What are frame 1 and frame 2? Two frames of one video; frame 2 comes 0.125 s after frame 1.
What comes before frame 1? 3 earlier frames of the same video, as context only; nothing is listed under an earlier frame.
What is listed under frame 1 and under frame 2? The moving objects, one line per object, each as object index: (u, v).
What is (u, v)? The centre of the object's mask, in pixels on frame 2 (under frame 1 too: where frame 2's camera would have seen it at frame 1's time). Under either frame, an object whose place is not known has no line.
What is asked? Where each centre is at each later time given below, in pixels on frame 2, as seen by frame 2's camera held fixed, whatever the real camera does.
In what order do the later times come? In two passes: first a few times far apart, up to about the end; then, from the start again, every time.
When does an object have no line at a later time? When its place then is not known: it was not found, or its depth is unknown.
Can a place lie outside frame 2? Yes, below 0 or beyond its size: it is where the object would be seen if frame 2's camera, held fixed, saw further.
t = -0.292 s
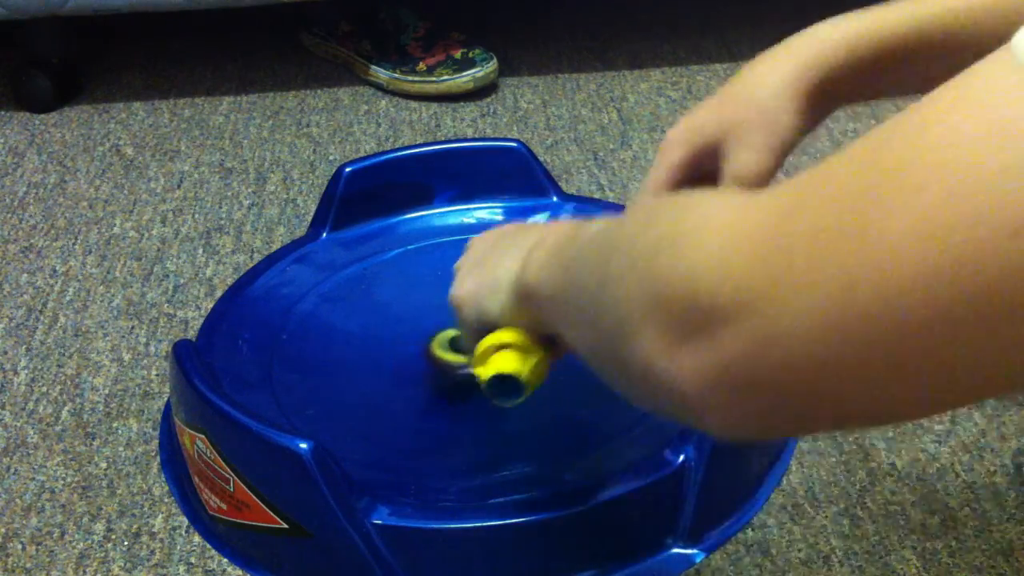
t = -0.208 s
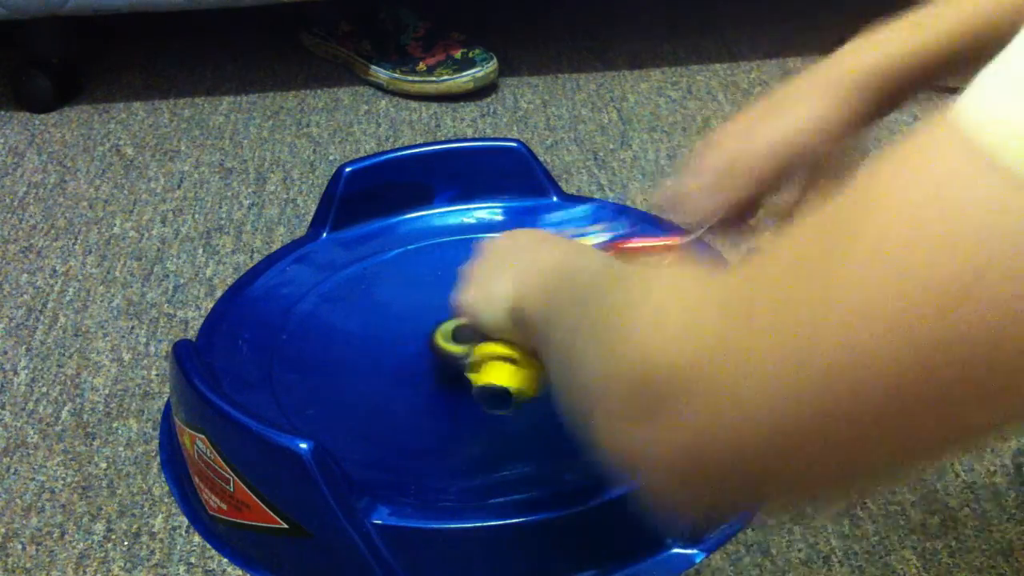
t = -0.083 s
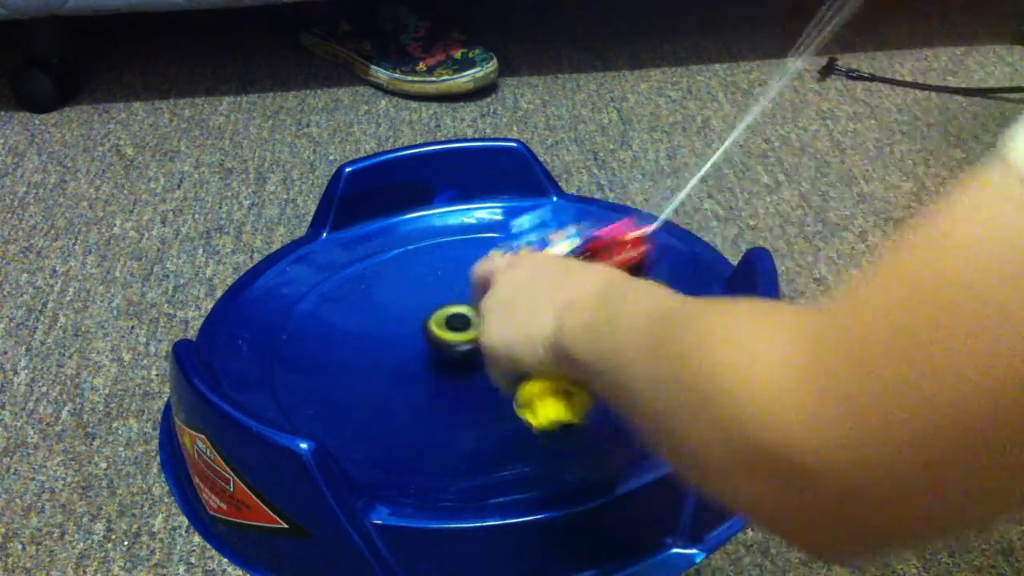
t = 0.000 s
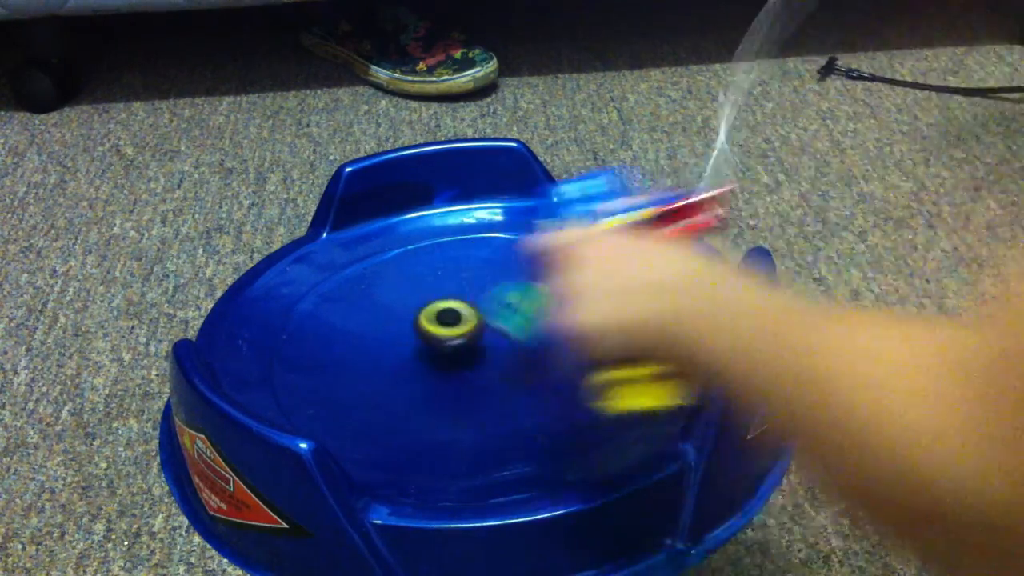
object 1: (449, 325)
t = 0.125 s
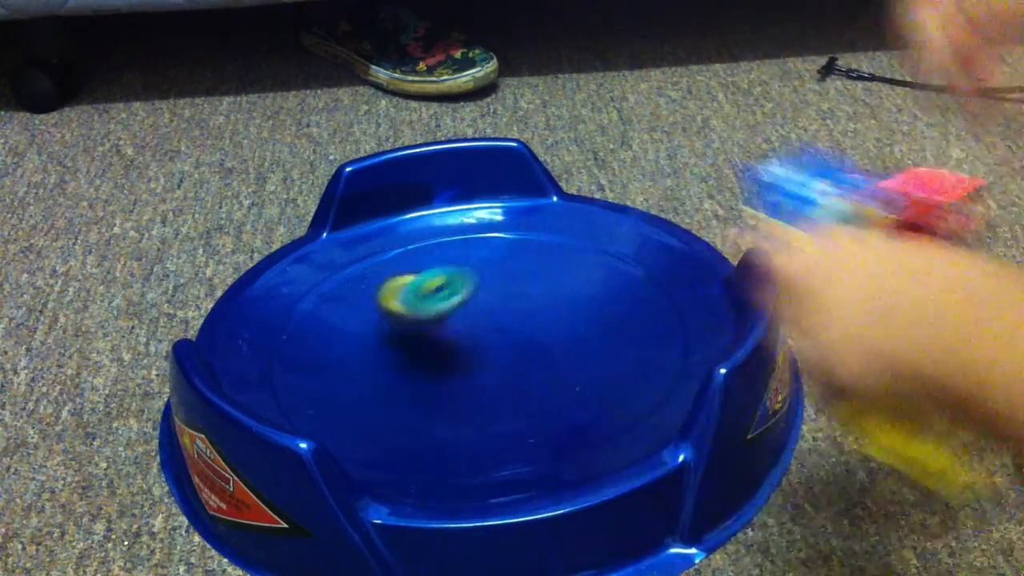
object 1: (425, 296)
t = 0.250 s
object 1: (377, 249)
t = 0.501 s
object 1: (379, 257)
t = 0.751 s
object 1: (433, 343)
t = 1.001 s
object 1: (385, 279)
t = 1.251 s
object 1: (361, 319)
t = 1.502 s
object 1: (415, 241)
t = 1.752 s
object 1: (571, 351)
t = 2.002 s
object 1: (608, 330)
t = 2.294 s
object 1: (544, 258)
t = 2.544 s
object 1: (463, 278)
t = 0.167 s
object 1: (389, 288)
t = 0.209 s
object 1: (385, 270)
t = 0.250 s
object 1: (377, 249)
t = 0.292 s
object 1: (376, 233)
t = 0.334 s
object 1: (377, 230)
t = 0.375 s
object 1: (378, 230)
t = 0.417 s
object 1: (378, 234)
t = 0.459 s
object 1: (378, 245)
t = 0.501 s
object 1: (379, 257)
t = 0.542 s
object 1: (382, 272)
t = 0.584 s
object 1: (387, 290)
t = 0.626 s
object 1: (393, 305)
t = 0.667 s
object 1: (402, 320)
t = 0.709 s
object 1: (416, 335)
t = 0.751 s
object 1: (433, 343)
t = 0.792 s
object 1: (454, 351)
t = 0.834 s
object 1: (461, 345)
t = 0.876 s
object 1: (439, 327)
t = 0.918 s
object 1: (416, 309)
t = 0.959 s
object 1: (398, 291)
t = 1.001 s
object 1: (385, 279)
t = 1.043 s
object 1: (375, 274)
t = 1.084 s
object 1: (369, 274)
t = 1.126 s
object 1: (365, 280)
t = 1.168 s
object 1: (362, 290)
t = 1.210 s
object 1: (360, 304)
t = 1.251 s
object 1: (361, 319)
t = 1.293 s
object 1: (362, 313)
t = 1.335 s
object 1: (353, 264)
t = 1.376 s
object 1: (349, 227)
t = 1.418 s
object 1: (365, 210)
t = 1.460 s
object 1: (385, 212)
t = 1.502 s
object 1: (415, 241)
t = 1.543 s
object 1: (444, 284)
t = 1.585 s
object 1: (473, 294)
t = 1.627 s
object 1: (501, 316)
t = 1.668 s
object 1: (528, 332)
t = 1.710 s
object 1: (550, 342)
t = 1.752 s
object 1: (571, 351)
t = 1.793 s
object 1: (587, 355)
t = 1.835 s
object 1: (599, 355)
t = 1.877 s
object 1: (607, 353)
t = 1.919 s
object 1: (611, 348)
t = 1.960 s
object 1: (611, 340)
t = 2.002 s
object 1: (608, 330)
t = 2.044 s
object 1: (602, 317)
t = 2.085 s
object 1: (597, 303)
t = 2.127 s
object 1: (590, 290)
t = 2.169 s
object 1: (581, 277)
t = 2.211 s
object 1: (571, 268)
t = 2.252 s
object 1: (558, 263)
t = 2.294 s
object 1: (544, 258)
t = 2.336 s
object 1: (529, 255)
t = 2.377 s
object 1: (513, 256)
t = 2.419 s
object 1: (498, 257)
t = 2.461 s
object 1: (485, 263)
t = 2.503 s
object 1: (473, 268)
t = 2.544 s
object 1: (463, 278)
